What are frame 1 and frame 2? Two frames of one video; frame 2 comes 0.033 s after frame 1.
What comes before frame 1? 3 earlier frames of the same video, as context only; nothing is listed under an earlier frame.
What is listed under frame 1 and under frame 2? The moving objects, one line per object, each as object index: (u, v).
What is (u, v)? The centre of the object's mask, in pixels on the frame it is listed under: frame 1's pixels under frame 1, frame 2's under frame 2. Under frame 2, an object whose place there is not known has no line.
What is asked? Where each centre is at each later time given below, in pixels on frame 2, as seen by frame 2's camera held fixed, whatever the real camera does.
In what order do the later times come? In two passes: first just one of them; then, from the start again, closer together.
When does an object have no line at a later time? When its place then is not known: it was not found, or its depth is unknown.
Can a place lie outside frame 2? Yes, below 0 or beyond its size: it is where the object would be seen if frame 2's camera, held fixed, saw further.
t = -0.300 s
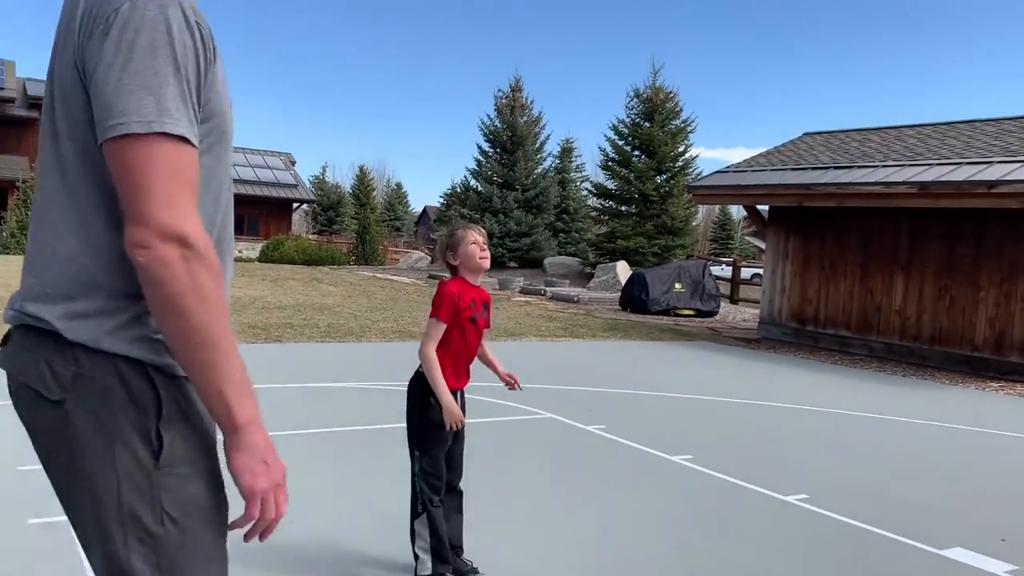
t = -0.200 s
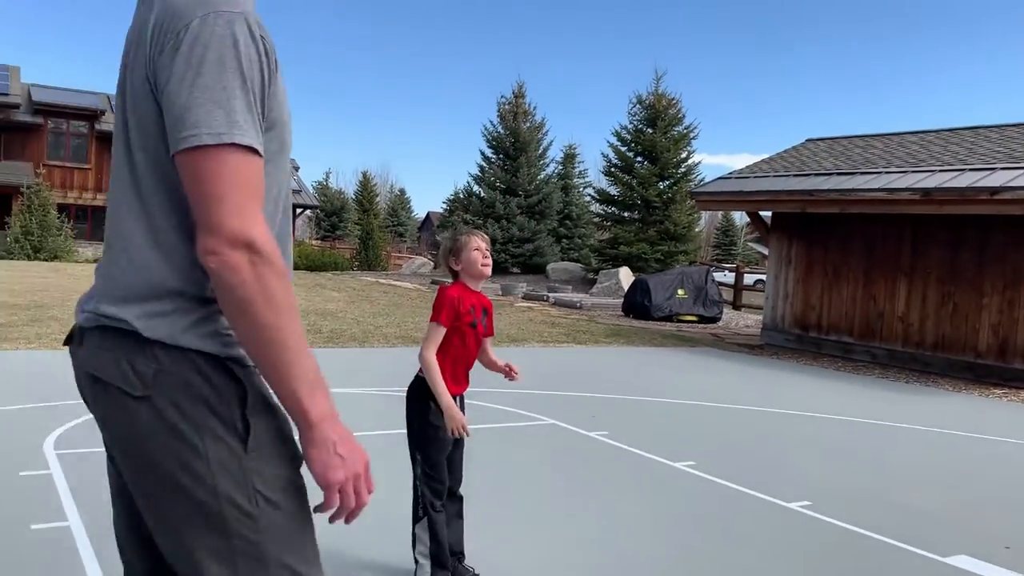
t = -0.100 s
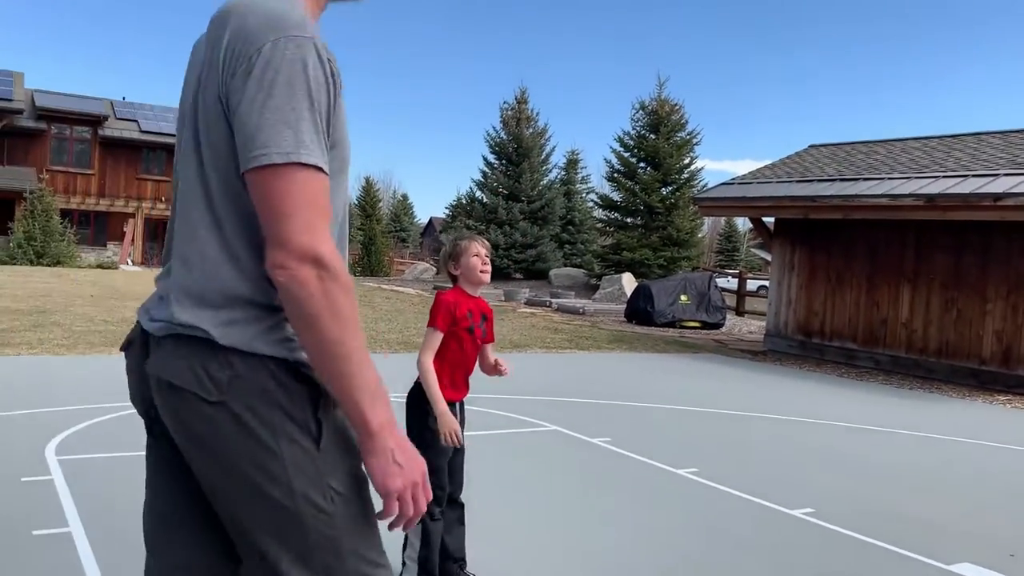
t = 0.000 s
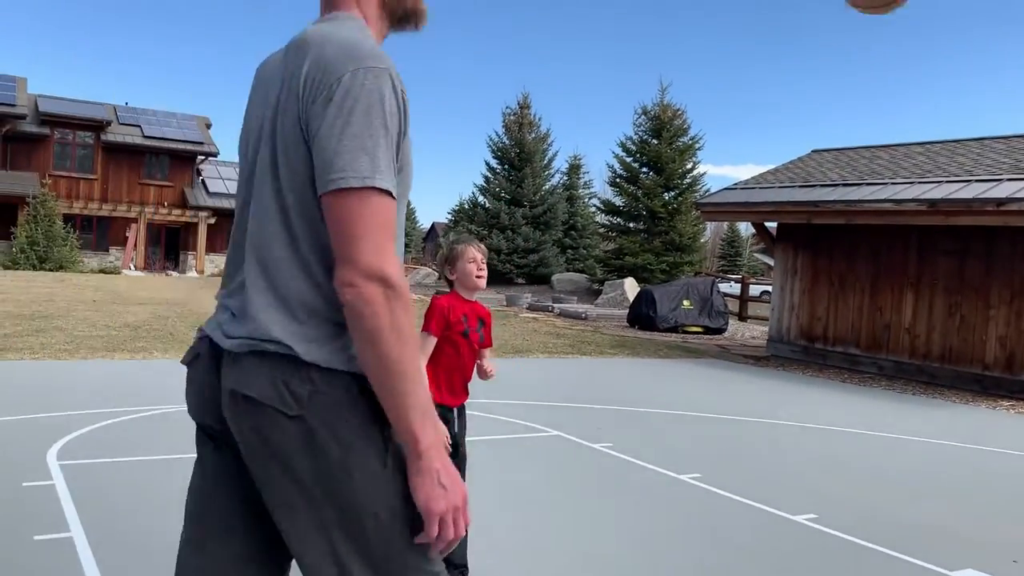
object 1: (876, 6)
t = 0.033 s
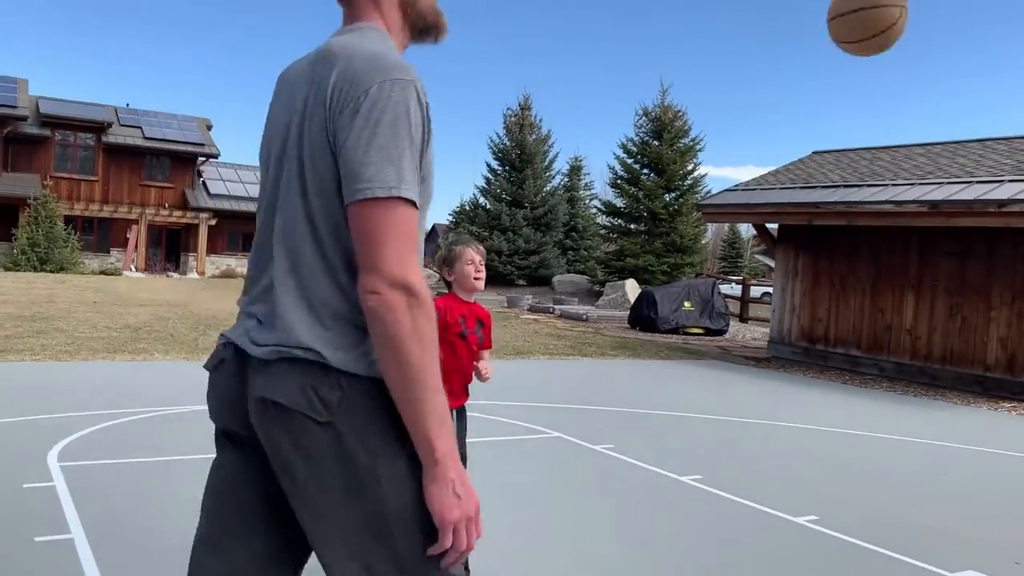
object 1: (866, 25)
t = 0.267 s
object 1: (775, 382)
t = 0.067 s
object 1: (854, 61)
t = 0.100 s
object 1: (842, 108)
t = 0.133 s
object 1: (829, 157)
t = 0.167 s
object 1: (815, 210)
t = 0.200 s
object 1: (802, 264)
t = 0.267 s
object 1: (775, 382)
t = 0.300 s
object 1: (762, 445)
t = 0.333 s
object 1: (750, 510)
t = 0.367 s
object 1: (736, 556)
